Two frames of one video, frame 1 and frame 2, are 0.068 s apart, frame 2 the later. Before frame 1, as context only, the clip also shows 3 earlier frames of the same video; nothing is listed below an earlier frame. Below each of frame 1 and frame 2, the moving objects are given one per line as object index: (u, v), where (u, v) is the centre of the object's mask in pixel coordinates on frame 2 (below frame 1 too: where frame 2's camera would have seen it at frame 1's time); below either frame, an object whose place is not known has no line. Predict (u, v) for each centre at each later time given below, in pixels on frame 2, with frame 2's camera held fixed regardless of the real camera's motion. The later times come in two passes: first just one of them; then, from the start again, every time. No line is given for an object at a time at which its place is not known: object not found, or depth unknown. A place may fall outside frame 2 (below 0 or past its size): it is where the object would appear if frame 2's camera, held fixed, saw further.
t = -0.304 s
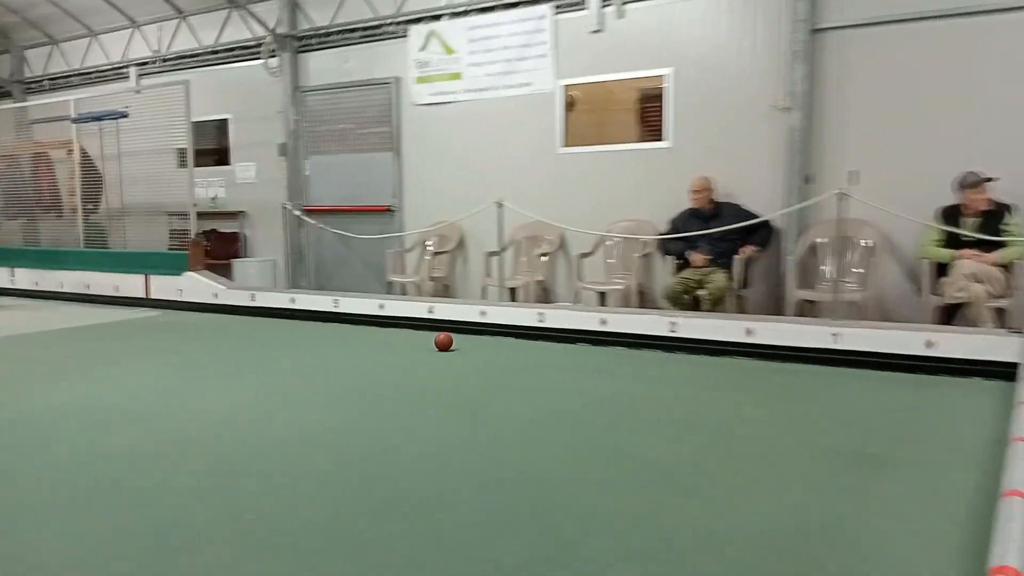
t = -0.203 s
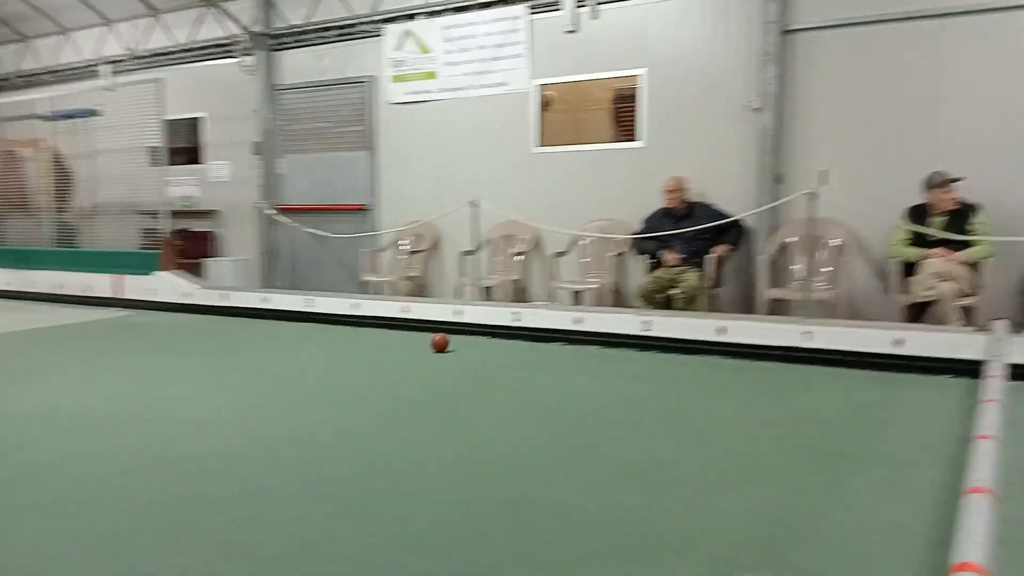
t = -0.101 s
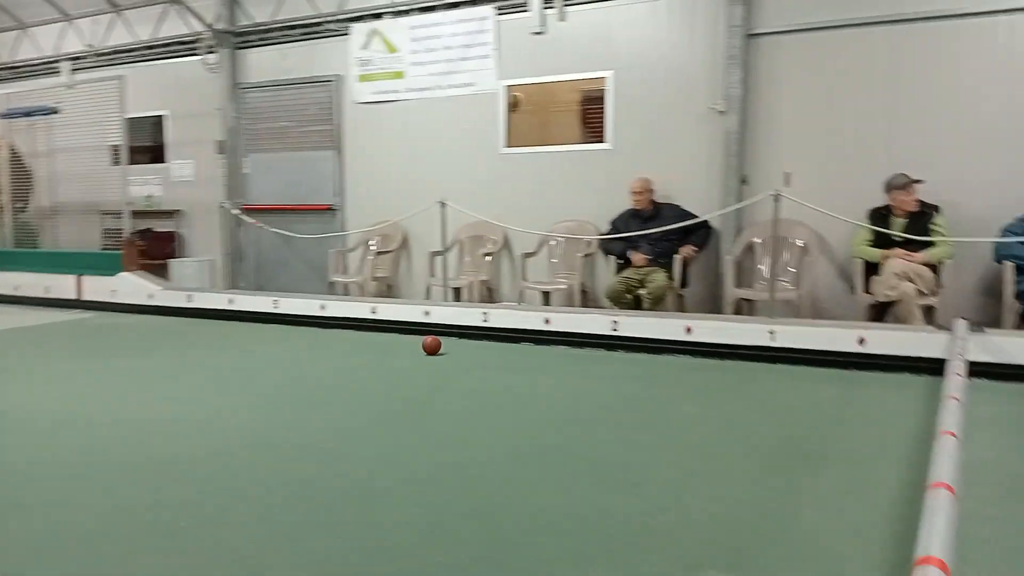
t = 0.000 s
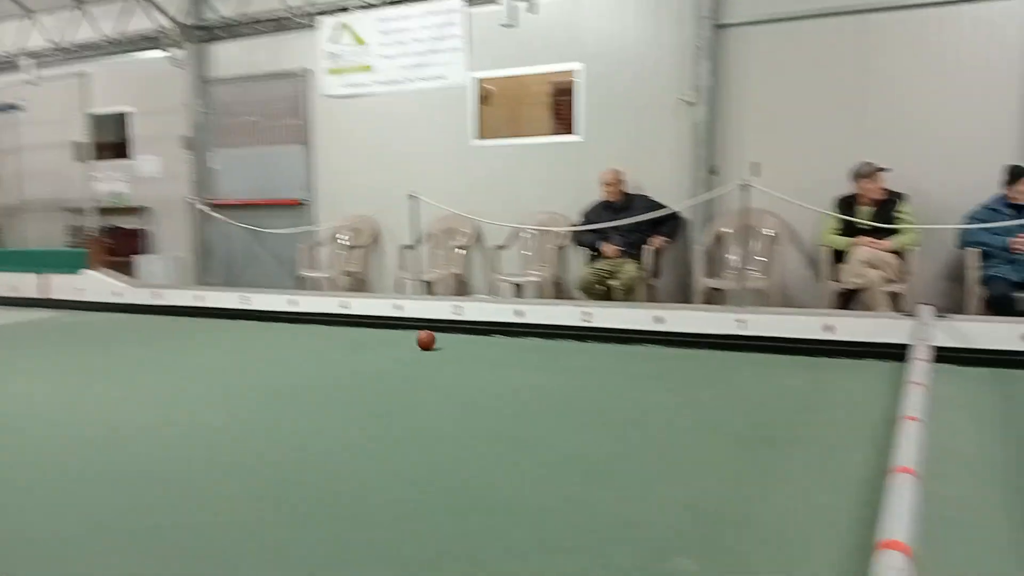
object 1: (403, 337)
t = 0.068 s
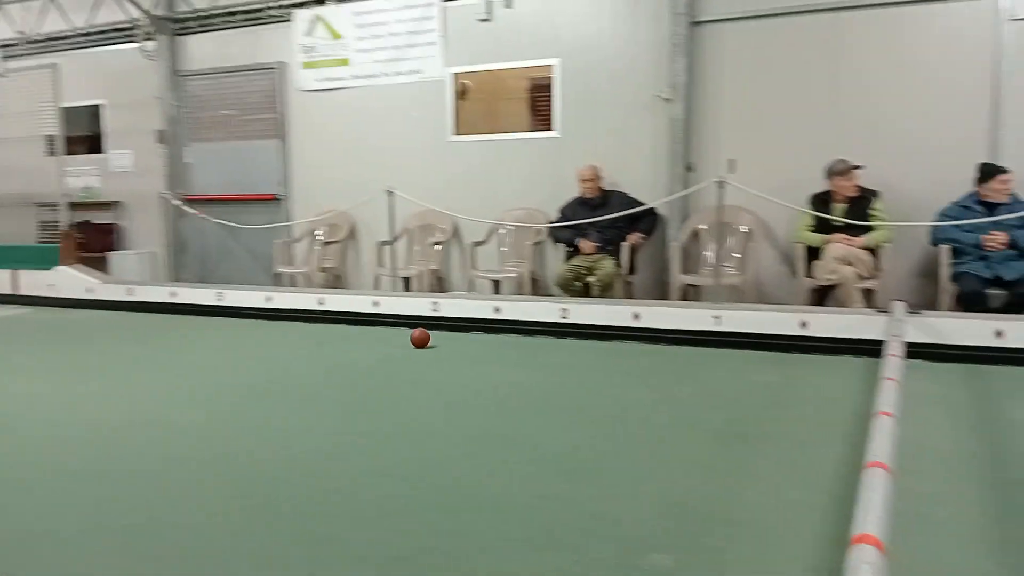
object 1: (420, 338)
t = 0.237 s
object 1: (461, 340)
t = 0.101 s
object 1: (428, 338)
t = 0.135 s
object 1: (436, 339)
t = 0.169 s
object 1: (444, 339)
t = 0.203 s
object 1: (453, 340)
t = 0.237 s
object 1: (461, 340)
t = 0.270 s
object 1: (470, 340)
